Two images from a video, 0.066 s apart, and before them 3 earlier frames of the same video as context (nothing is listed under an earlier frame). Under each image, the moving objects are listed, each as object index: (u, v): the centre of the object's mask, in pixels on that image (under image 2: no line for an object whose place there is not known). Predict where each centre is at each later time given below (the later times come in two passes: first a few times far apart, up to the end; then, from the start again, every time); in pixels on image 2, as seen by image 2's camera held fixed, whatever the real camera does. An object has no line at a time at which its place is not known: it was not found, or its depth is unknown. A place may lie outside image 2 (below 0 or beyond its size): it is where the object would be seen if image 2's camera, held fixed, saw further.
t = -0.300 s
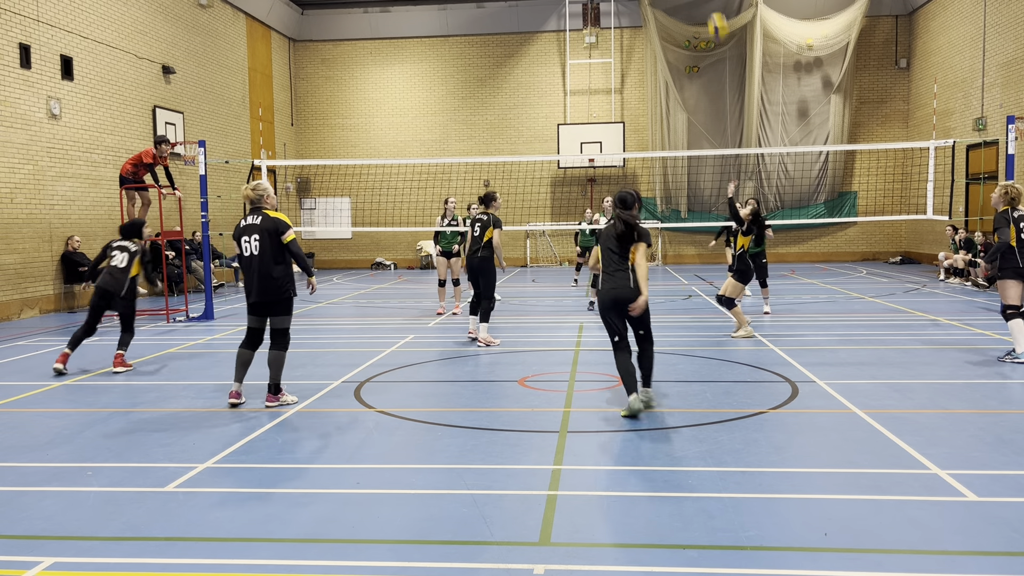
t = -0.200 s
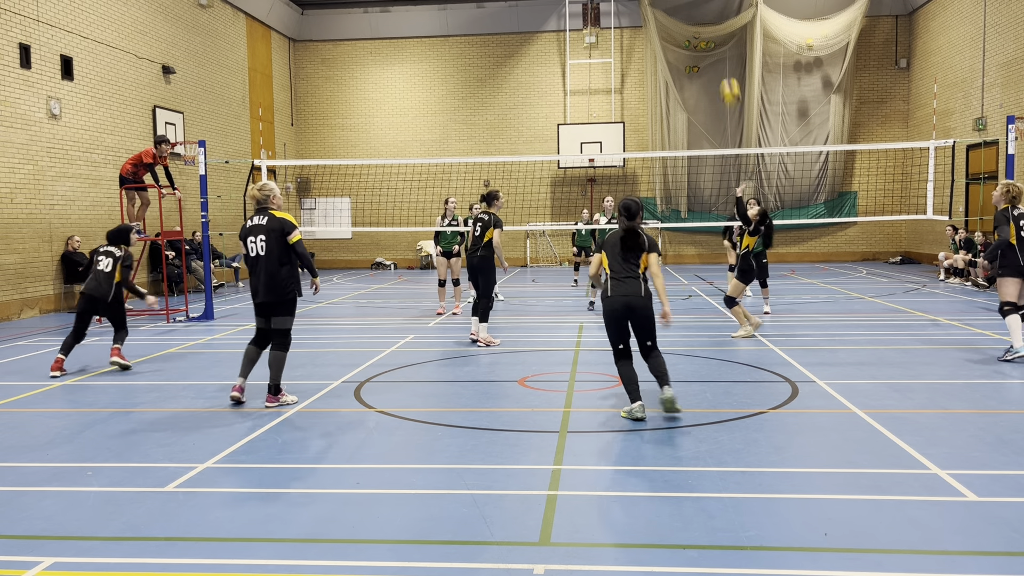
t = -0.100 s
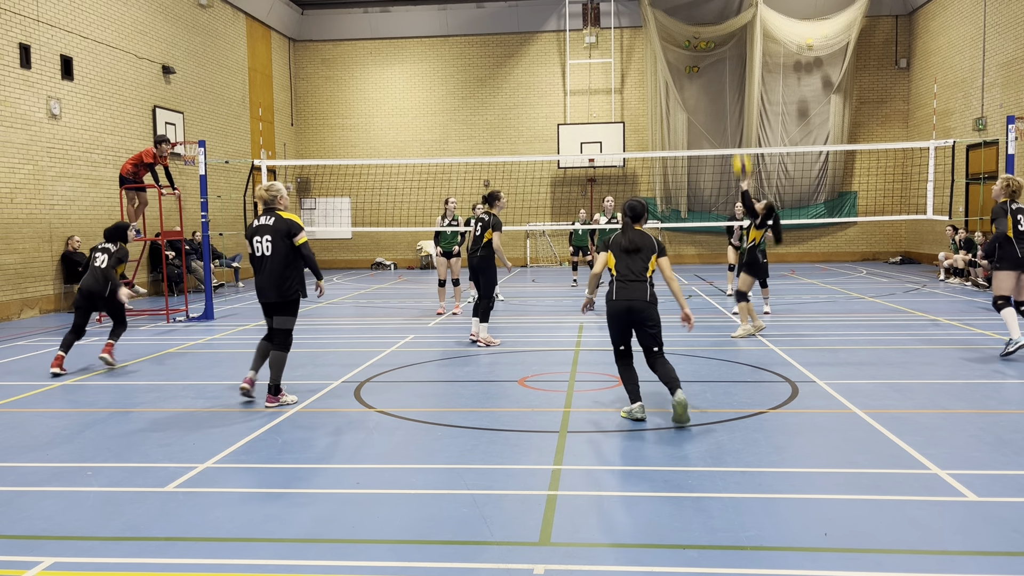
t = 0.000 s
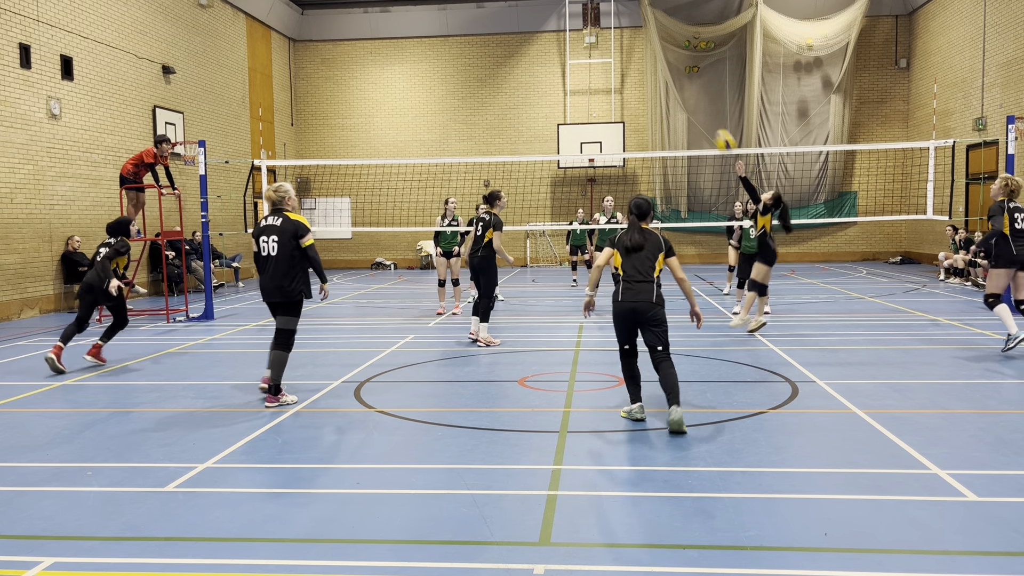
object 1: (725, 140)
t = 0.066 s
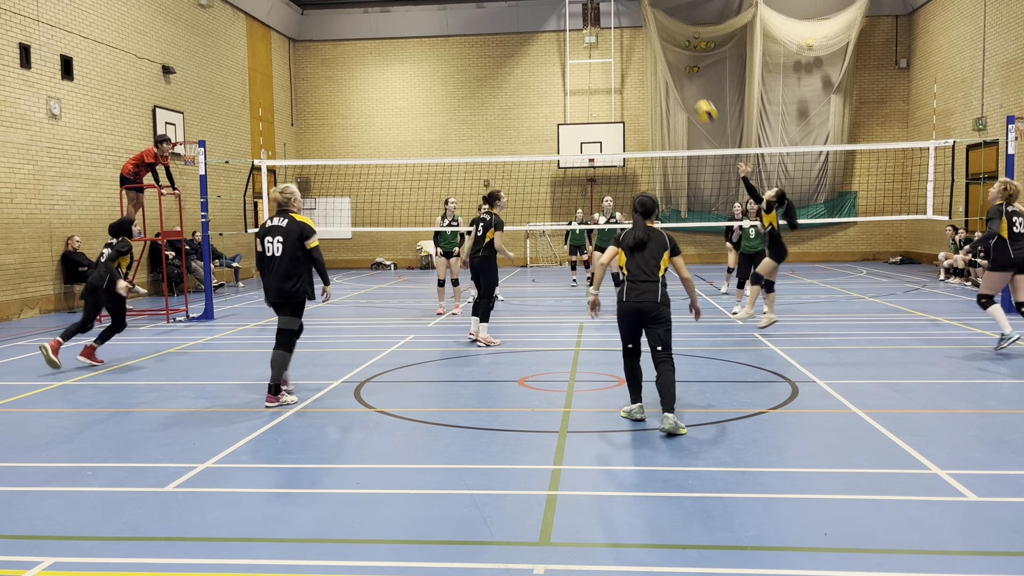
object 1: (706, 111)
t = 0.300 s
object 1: (642, 37)
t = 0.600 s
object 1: (564, 16)
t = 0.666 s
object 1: (546, 22)
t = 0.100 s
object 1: (697, 98)
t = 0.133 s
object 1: (687, 85)
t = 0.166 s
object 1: (679, 73)
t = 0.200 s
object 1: (669, 62)
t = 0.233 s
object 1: (660, 53)
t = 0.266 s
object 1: (651, 45)
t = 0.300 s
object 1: (642, 37)
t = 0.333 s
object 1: (633, 30)
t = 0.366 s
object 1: (624, 24)
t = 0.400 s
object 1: (616, 21)
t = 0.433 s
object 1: (607, 18)
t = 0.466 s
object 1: (598, 15)
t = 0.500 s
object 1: (590, 14)
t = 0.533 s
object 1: (581, 13)
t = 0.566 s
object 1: (572, 14)
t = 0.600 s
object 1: (564, 16)
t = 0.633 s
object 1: (555, 18)
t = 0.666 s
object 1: (546, 22)
